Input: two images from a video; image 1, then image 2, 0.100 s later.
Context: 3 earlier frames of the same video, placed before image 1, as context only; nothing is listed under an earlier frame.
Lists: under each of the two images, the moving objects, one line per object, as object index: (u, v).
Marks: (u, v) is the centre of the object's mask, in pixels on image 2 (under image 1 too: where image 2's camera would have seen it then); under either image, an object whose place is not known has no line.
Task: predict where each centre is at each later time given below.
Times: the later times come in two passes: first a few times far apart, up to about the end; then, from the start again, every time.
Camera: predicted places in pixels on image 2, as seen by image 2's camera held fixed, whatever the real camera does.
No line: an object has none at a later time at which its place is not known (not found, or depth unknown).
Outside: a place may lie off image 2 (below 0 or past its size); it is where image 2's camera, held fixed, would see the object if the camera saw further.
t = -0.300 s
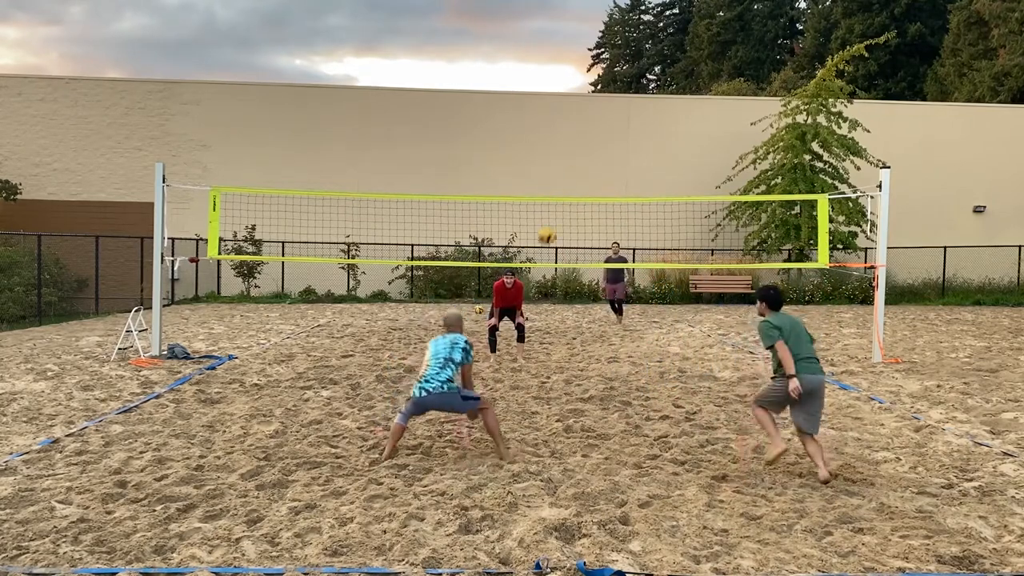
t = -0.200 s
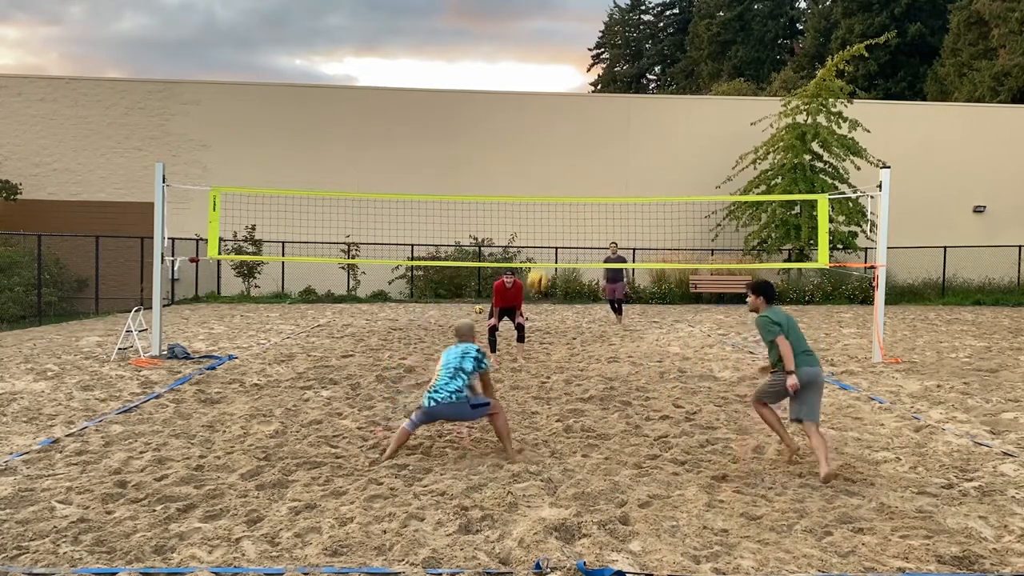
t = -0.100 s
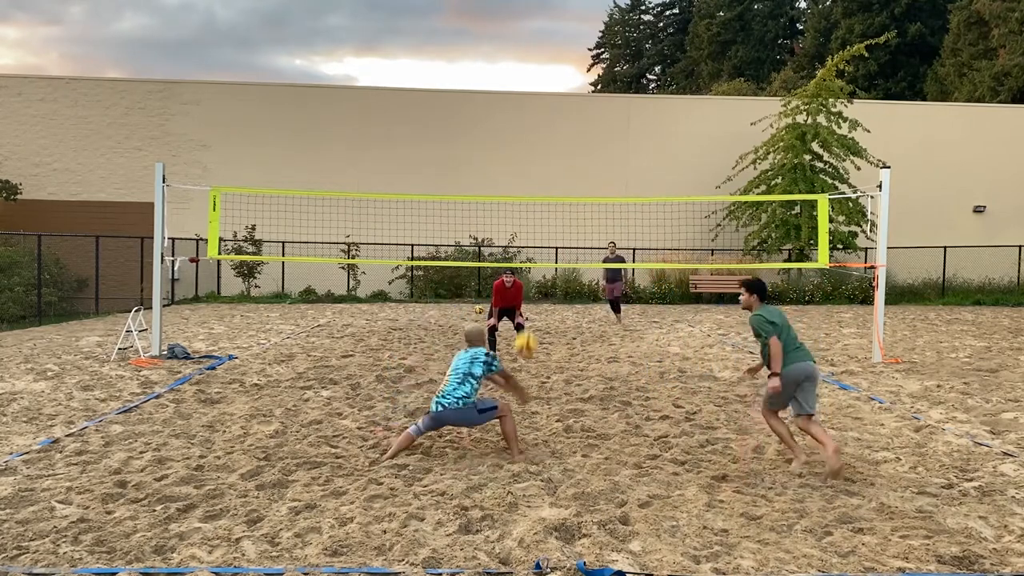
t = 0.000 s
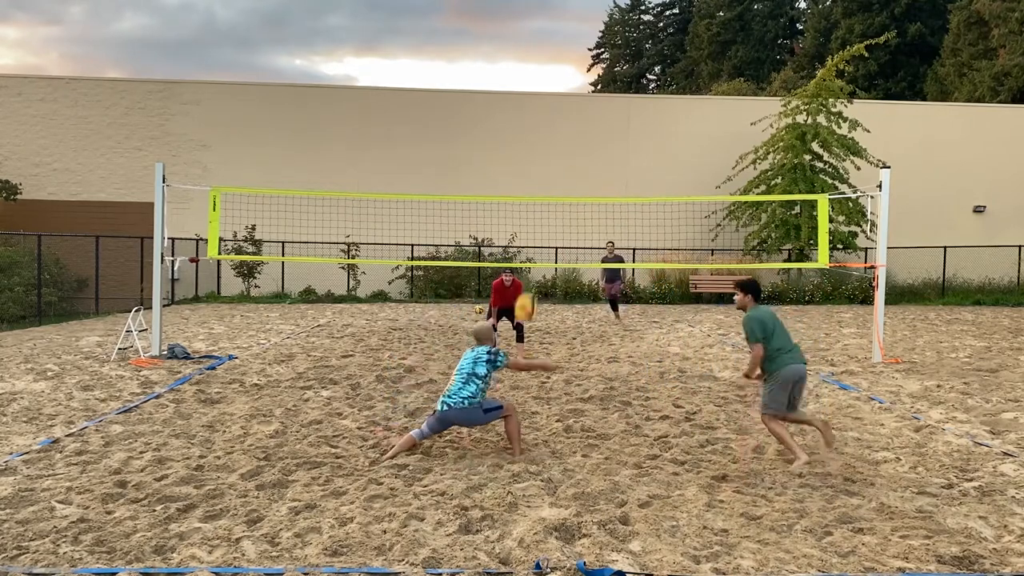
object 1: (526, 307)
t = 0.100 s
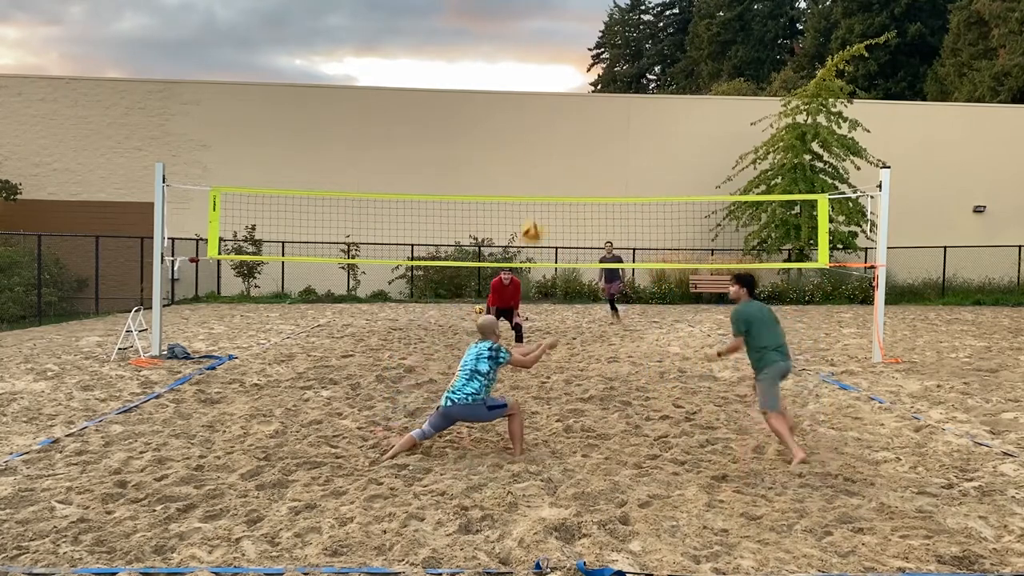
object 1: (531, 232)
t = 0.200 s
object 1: (535, 169)
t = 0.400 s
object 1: (541, 79)
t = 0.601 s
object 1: (543, 36)
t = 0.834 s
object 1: (544, 38)
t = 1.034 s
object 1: (545, 85)
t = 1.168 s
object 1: (545, 136)
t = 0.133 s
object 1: (533, 210)
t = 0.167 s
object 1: (534, 188)
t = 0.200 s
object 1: (535, 169)
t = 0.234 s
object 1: (536, 151)
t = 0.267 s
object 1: (538, 134)
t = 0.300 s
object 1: (539, 120)
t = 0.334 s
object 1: (539, 104)
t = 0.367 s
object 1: (540, 92)
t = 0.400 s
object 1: (541, 79)
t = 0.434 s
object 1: (541, 68)
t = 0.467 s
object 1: (542, 59)
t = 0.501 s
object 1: (542, 51)
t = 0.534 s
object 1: (542, 45)
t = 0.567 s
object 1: (543, 40)
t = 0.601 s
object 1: (543, 36)
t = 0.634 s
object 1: (544, 32)
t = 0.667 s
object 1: (544, 31)
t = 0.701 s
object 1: (544, 30)
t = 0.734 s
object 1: (544, 31)
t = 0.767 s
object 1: (544, 32)
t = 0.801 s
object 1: (544, 35)
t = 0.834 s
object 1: (544, 38)
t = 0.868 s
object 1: (544, 44)
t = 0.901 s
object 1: (545, 50)
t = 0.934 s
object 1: (545, 57)
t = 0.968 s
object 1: (545, 65)
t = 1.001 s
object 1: (545, 74)
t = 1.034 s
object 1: (545, 85)
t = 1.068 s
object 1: (545, 97)
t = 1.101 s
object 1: (545, 110)
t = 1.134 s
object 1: (545, 122)
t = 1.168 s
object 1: (545, 136)
